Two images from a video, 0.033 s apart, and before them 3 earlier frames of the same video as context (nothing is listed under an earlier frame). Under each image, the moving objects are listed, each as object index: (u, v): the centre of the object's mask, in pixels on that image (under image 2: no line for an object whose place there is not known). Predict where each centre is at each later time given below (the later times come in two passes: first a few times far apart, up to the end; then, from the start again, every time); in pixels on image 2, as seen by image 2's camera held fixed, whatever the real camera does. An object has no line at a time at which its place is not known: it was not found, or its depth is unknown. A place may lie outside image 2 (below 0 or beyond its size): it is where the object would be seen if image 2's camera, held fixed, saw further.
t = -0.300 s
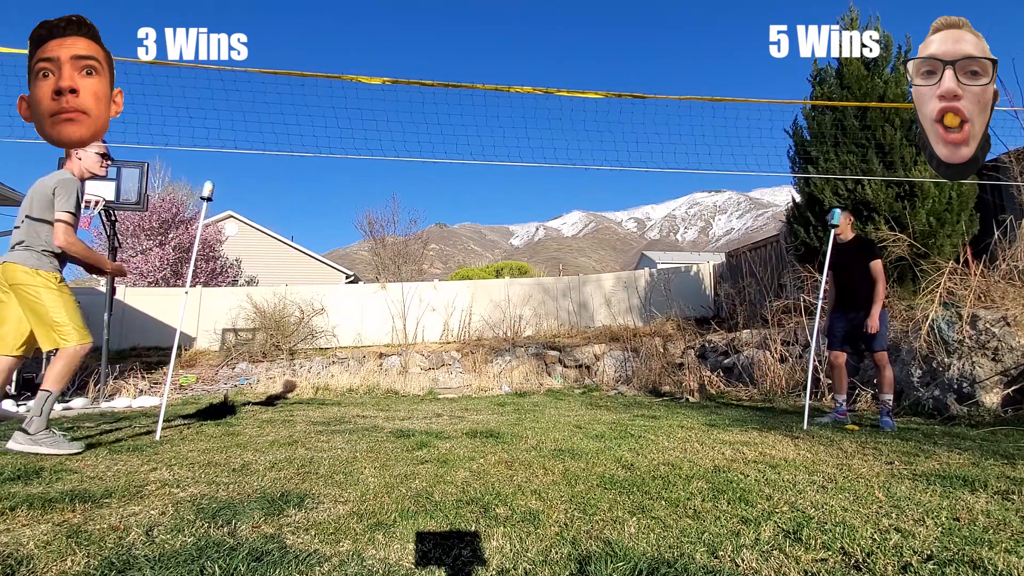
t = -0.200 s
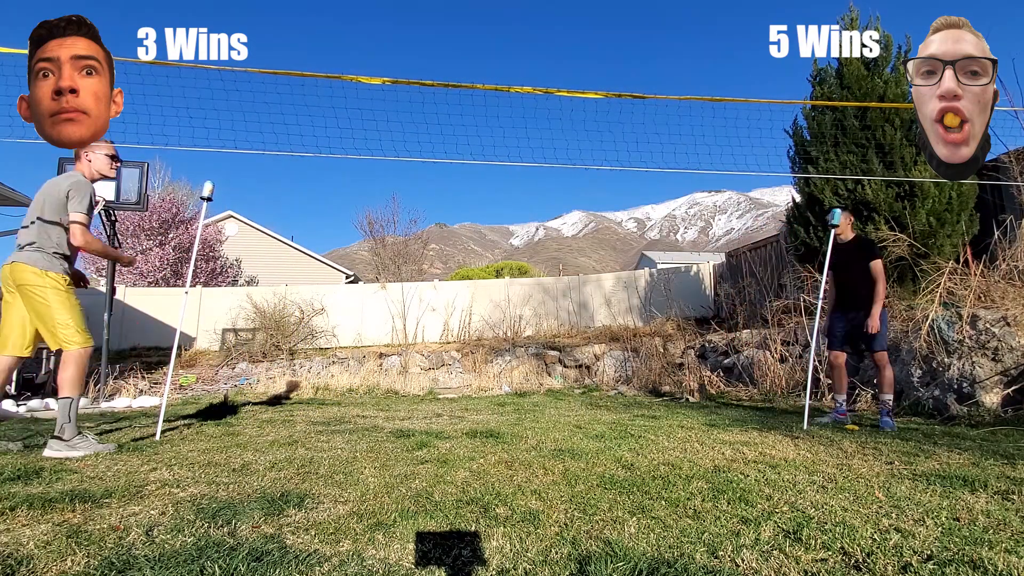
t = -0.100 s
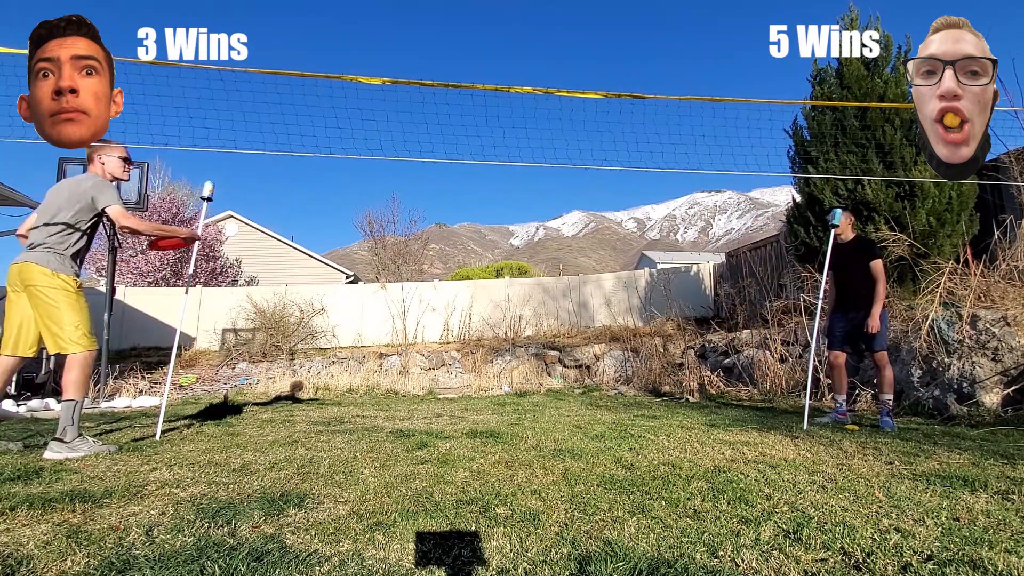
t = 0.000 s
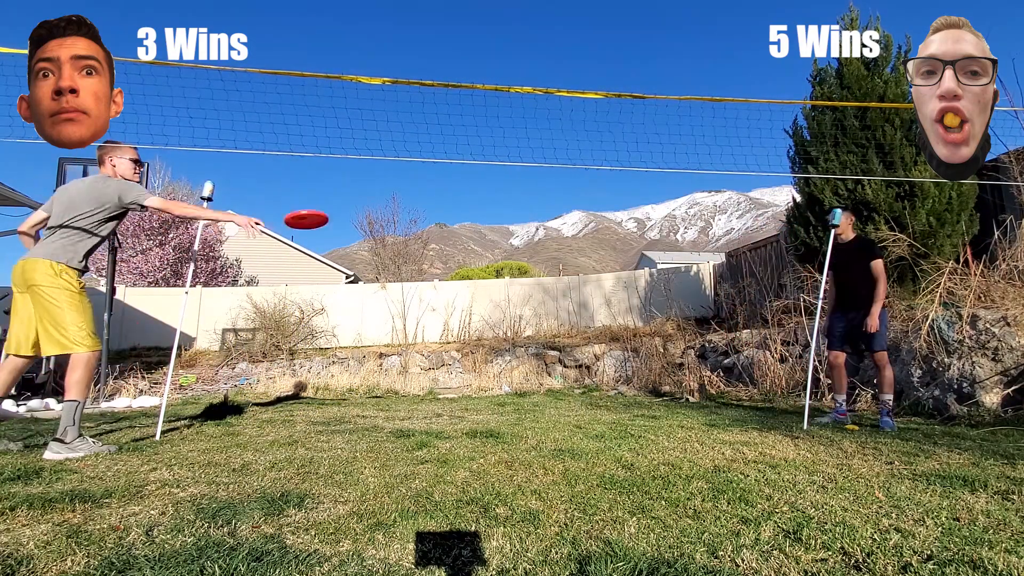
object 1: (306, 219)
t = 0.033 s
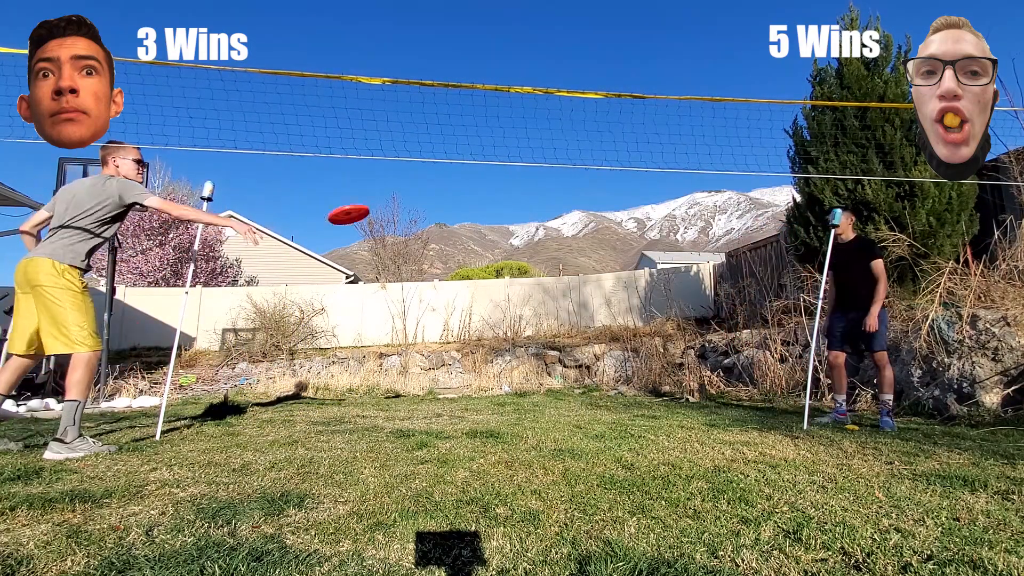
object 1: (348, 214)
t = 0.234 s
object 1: (582, 205)
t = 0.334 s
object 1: (686, 210)
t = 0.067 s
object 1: (389, 210)
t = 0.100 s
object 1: (429, 207)
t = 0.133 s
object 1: (469, 206)
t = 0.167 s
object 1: (507, 205)
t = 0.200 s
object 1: (545, 204)
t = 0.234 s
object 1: (582, 205)
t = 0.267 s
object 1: (618, 206)
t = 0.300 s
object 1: (652, 208)
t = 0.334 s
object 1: (686, 210)
